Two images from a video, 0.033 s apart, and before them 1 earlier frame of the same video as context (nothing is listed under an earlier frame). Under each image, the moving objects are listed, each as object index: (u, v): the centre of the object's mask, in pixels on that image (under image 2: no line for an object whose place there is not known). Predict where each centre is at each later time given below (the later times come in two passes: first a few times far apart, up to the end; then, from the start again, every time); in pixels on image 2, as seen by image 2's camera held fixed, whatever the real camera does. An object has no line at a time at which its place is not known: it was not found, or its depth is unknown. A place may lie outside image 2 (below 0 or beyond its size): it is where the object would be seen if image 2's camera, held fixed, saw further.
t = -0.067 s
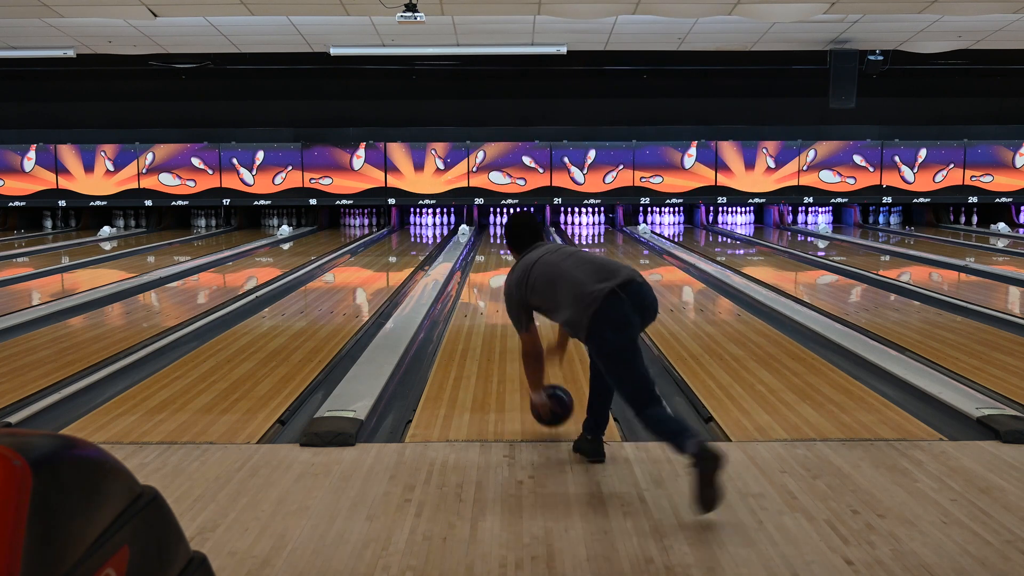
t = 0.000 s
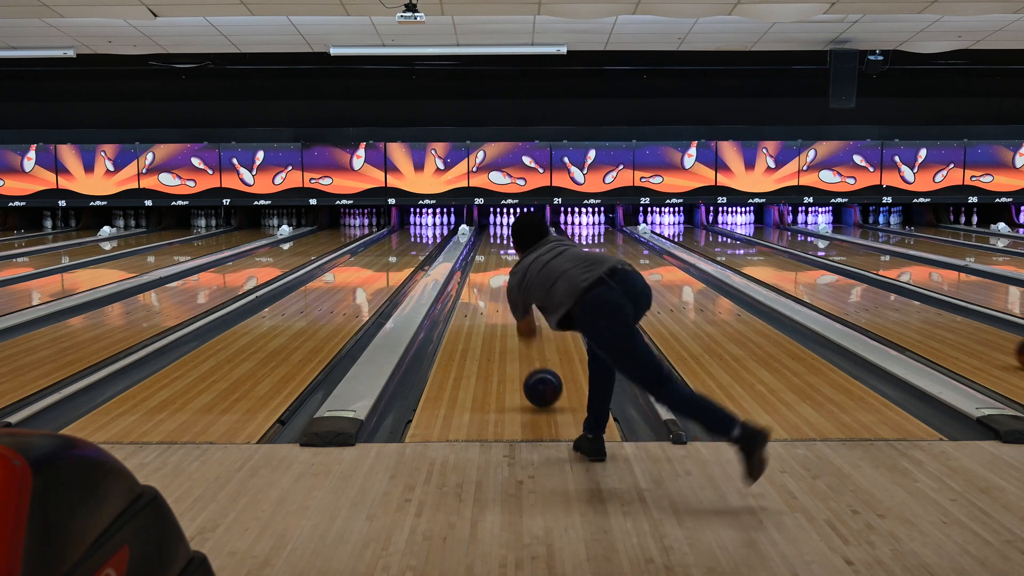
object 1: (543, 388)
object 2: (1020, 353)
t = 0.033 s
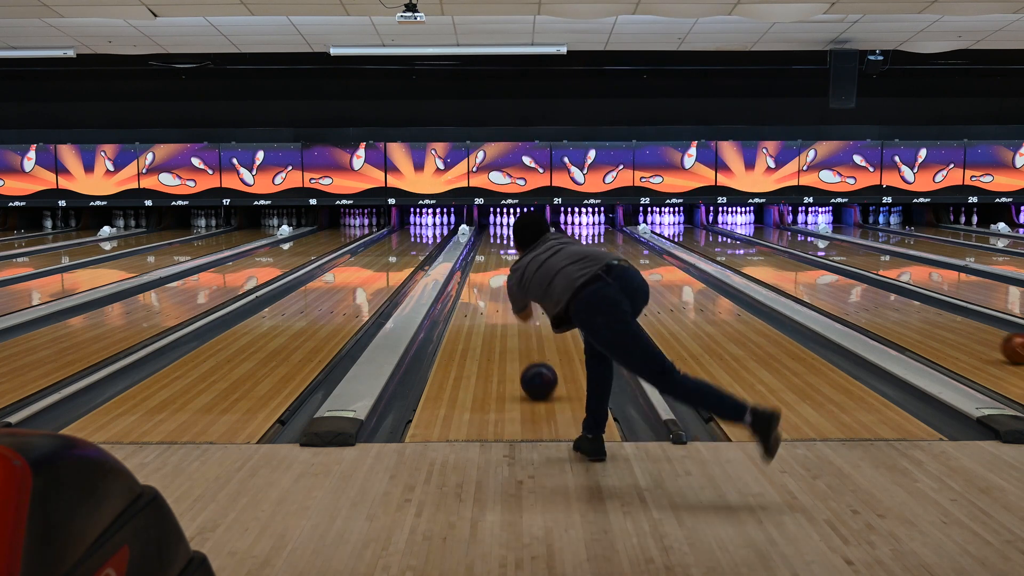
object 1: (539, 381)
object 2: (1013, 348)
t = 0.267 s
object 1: (519, 328)
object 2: (934, 317)
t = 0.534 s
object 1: (503, 294)
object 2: (868, 294)
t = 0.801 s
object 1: (498, 271)
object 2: (819, 277)
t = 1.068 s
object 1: (493, 256)
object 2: (783, 263)
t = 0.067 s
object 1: (535, 372)
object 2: (1004, 343)
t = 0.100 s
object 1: (532, 363)
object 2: (991, 338)
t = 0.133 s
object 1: (529, 355)
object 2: (979, 333)
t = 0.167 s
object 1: (526, 348)
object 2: (967, 329)
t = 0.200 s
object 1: (524, 341)
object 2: (956, 325)
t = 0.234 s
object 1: (521, 334)
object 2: (944, 321)
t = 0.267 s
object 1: (519, 328)
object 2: (934, 317)
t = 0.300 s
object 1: (517, 323)
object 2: (925, 314)
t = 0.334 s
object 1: (515, 318)
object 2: (915, 311)
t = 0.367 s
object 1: (513, 313)
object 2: (906, 308)
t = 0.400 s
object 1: (514, 310)
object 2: (898, 305)
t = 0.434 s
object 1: (516, 306)
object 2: (890, 302)
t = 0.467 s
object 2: (882, 299)
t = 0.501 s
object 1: (502, 297)
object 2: (875, 296)
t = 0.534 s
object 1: (503, 294)
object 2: (868, 294)
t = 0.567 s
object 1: (504, 291)
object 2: (861, 291)
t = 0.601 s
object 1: (503, 288)
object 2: (854, 289)
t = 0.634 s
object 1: (503, 285)
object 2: (847, 286)
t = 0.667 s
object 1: (501, 282)
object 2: (842, 284)
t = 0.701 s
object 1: (500, 279)
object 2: (836, 283)
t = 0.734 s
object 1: (500, 276)
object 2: (830, 280)
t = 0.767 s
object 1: (499, 274)
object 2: (825, 279)
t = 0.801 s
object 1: (498, 271)
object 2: (819, 277)
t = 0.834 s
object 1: (497, 269)
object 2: (814, 275)
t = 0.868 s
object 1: (497, 267)
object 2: (809, 273)
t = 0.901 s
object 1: (496, 265)
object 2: (805, 271)
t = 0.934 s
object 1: (495, 263)
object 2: (800, 269)
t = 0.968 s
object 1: (495, 261)
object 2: (796, 268)
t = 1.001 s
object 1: (494, 259)
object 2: (792, 266)
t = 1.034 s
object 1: (494, 257)
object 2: (787, 265)
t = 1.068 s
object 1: (493, 256)
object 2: (783, 263)
